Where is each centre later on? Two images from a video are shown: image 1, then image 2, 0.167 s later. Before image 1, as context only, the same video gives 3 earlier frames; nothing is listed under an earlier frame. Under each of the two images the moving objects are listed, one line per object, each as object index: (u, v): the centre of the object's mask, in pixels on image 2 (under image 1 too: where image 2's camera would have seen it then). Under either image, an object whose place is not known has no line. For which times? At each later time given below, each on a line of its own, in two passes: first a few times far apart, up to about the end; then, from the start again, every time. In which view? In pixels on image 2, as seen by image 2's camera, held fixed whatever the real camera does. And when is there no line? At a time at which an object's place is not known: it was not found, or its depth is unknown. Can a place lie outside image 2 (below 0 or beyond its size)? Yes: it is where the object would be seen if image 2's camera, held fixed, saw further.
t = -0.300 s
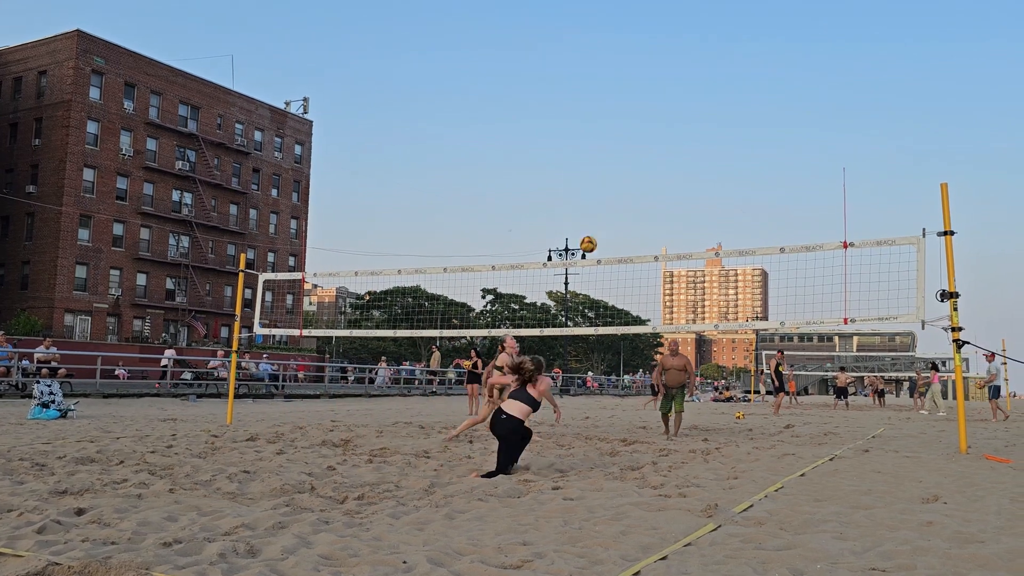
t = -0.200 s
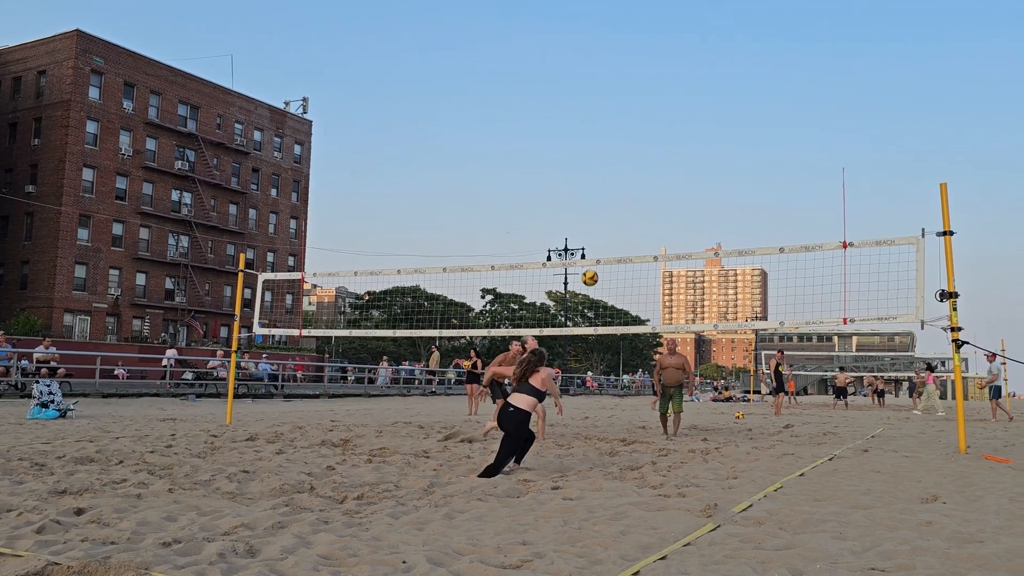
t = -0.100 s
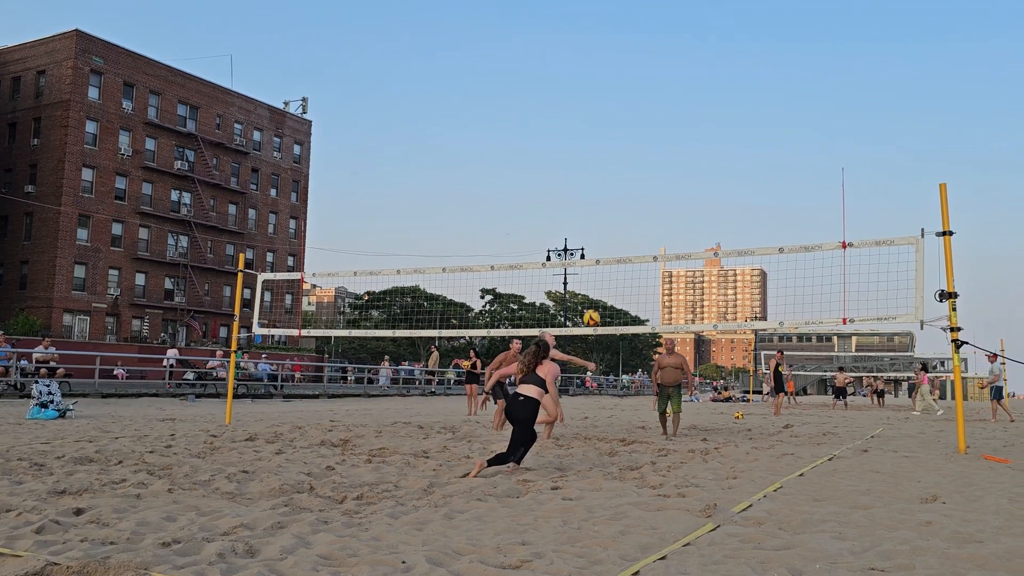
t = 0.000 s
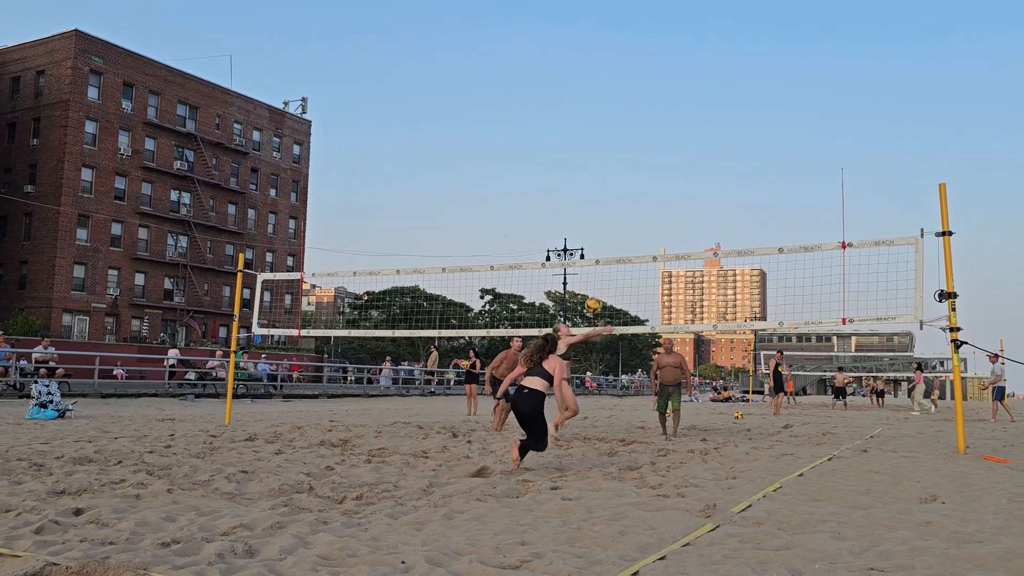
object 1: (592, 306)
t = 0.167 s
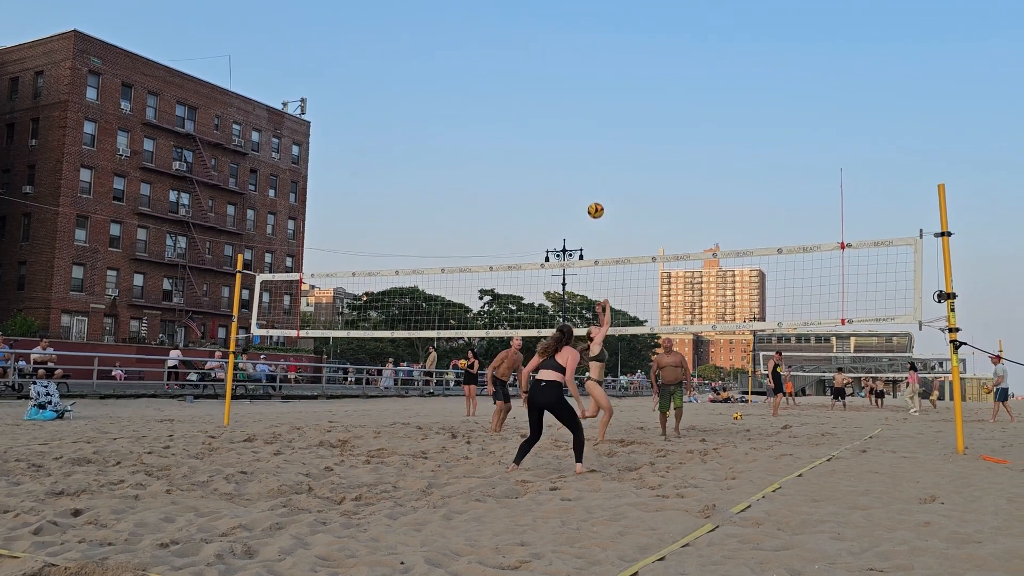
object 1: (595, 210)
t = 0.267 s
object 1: (597, 164)
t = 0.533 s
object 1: (599, 79)
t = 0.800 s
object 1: (599, 49)
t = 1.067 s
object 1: (597, 72)
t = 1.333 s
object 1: (594, 150)
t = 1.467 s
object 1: (593, 209)
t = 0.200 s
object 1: (596, 194)
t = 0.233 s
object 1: (596, 179)
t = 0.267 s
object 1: (597, 164)
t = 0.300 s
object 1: (597, 151)
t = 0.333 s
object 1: (598, 138)
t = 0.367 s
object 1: (598, 126)
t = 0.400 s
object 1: (598, 115)
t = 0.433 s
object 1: (599, 105)
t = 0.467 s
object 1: (599, 96)
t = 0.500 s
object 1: (599, 87)
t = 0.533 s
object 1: (599, 79)
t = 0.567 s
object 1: (599, 73)
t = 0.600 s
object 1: (599, 67)
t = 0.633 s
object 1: (599, 62)
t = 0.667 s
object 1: (599, 58)
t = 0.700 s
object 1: (599, 54)
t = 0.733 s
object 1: (599, 52)
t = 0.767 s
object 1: (599, 50)
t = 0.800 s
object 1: (599, 49)
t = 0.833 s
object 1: (599, 49)
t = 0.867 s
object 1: (599, 50)
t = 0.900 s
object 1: (598, 52)
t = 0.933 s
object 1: (598, 54)
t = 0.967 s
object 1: (598, 57)
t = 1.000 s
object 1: (598, 61)
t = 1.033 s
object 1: (597, 66)
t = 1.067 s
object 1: (597, 72)
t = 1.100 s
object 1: (597, 79)
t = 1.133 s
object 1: (596, 87)
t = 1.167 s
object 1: (596, 95)
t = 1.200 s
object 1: (596, 104)
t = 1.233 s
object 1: (595, 115)
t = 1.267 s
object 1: (595, 126)
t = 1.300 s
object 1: (595, 138)
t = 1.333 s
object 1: (594, 150)
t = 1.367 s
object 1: (594, 164)
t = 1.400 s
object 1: (594, 178)
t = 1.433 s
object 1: (593, 194)
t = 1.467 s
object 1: (593, 209)
